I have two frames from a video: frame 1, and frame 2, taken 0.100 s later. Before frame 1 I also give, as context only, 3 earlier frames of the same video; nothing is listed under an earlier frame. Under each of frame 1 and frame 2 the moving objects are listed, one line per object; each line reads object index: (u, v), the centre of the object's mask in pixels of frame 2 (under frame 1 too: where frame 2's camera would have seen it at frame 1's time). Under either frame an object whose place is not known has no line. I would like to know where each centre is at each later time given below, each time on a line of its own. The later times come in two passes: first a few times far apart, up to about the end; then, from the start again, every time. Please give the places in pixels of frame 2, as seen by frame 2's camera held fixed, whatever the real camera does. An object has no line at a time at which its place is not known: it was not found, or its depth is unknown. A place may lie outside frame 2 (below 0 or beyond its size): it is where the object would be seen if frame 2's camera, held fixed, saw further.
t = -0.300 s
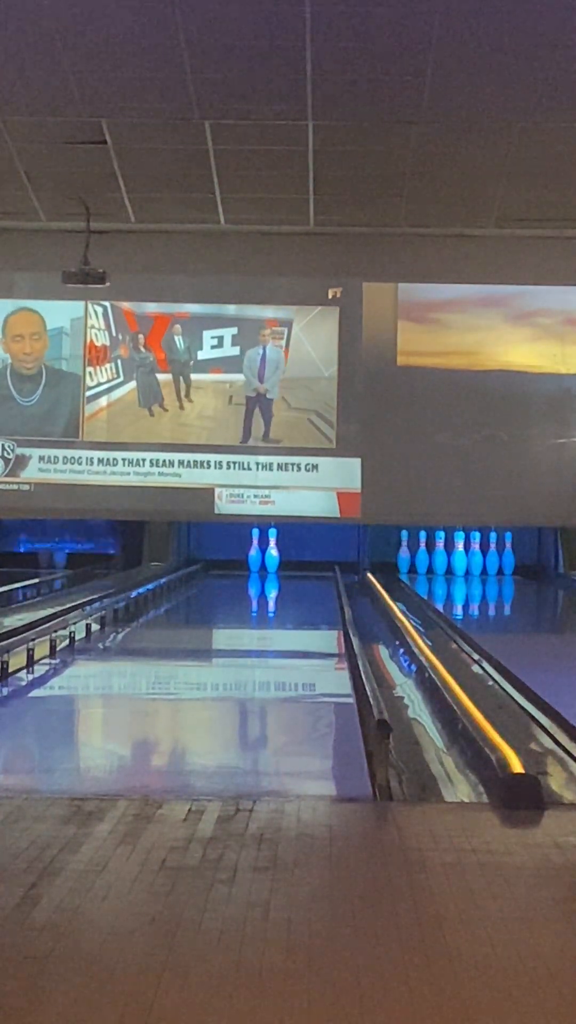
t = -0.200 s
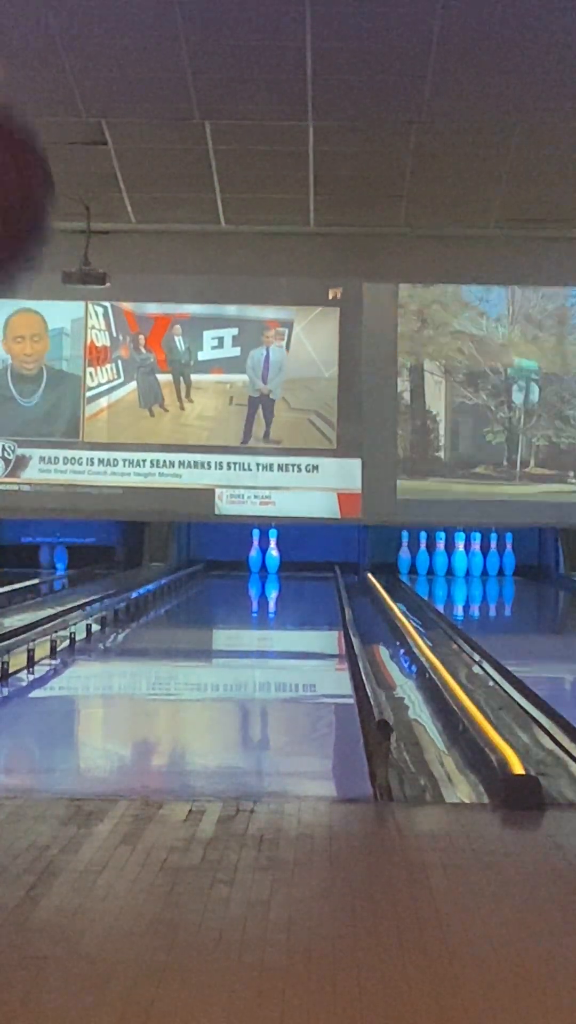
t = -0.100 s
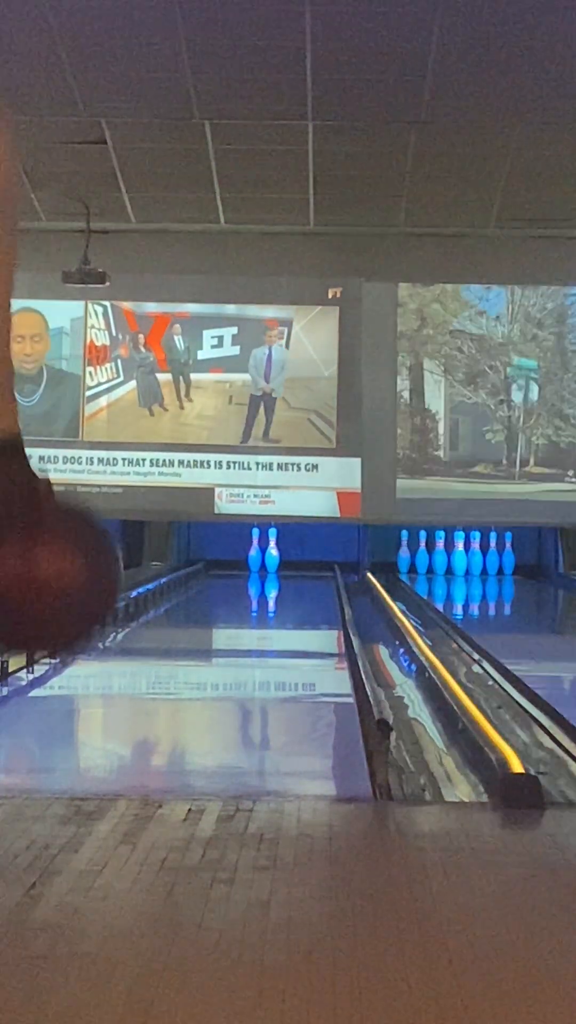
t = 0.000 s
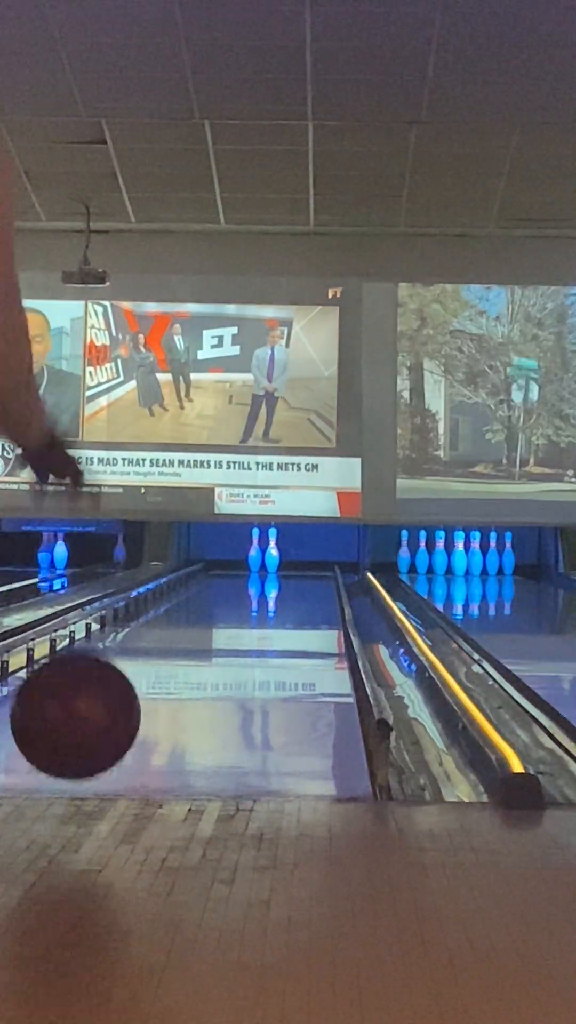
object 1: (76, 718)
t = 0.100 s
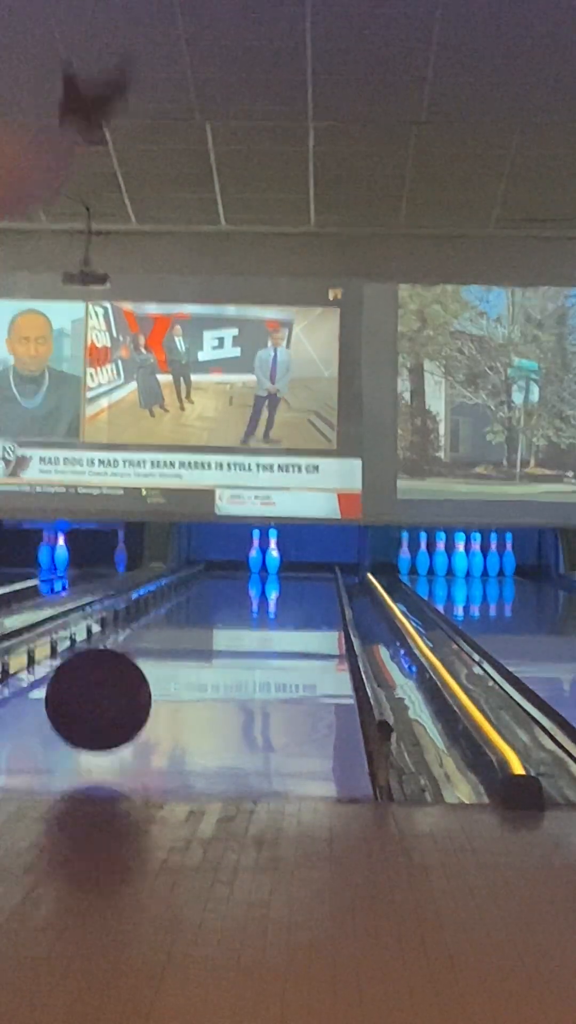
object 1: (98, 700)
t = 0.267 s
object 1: (124, 667)
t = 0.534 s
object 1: (147, 626)
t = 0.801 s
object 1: (162, 603)
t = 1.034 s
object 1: (171, 588)
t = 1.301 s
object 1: (186, 578)
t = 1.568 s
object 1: (213, 570)
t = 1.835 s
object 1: (234, 565)
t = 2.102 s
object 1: (229, 560)
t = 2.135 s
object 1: (226, 562)
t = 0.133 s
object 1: (104, 690)
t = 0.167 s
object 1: (110, 685)
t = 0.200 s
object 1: (115, 684)
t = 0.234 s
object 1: (119, 675)
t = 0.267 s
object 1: (124, 667)
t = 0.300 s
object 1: (127, 661)
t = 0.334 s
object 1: (131, 654)
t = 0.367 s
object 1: (134, 649)
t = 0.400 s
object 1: (137, 643)
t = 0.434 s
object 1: (140, 639)
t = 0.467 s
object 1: (143, 634)
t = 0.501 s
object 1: (145, 630)
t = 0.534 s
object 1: (147, 626)
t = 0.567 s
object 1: (149, 623)
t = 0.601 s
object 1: (152, 620)
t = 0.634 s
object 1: (153, 617)
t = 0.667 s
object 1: (155, 614)
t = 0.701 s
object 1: (157, 610)
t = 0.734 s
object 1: (158, 608)
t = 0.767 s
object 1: (160, 605)
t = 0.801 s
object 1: (162, 603)
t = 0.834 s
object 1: (163, 600)
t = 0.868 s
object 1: (164, 598)
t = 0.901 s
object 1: (166, 596)
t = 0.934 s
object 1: (167, 594)
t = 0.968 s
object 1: (169, 592)
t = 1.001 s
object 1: (170, 590)
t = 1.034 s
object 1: (171, 588)
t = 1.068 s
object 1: (172, 588)
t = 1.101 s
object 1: (174, 585)
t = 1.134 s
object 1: (175, 584)
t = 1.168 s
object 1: (175, 583)
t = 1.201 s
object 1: (177, 582)
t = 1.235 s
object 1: (179, 580)
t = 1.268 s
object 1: (181, 580)
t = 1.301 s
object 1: (186, 578)
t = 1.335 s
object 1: (189, 578)
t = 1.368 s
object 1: (193, 577)
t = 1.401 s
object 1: (196, 575)
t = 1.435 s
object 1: (200, 575)
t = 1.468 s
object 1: (203, 573)
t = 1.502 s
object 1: (206, 573)
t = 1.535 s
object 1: (210, 570)
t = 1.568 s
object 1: (213, 570)
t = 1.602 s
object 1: (216, 570)
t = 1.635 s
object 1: (219, 568)
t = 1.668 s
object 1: (222, 568)
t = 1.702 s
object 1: (225, 567)
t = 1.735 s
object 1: (226, 566)
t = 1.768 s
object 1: (229, 566)
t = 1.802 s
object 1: (232, 566)
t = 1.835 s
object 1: (234, 565)
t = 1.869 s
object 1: (237, 564)
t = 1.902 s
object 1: (239, 564)
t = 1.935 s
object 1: (242, 567)
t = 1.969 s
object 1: (245, 563)
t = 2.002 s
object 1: (243, 564)
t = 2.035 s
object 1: (238, 563)
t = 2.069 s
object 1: (233, 560)
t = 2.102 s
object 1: (229, 560)
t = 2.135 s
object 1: (226, 562)
